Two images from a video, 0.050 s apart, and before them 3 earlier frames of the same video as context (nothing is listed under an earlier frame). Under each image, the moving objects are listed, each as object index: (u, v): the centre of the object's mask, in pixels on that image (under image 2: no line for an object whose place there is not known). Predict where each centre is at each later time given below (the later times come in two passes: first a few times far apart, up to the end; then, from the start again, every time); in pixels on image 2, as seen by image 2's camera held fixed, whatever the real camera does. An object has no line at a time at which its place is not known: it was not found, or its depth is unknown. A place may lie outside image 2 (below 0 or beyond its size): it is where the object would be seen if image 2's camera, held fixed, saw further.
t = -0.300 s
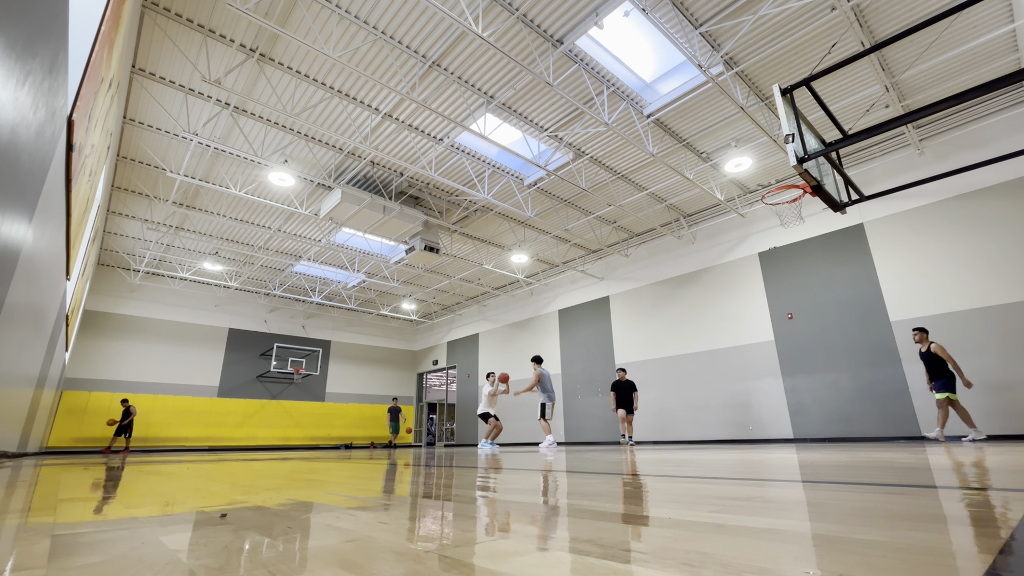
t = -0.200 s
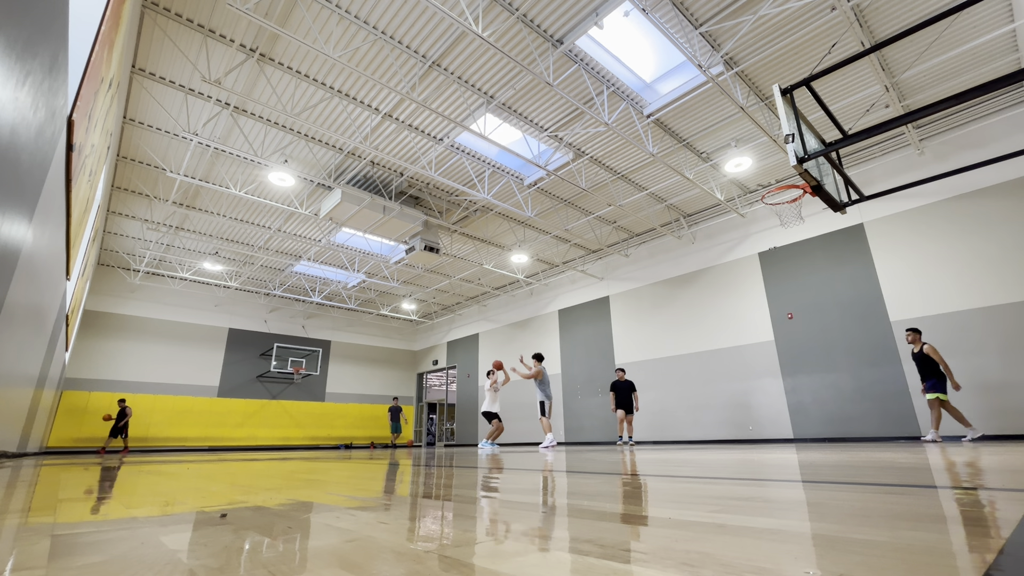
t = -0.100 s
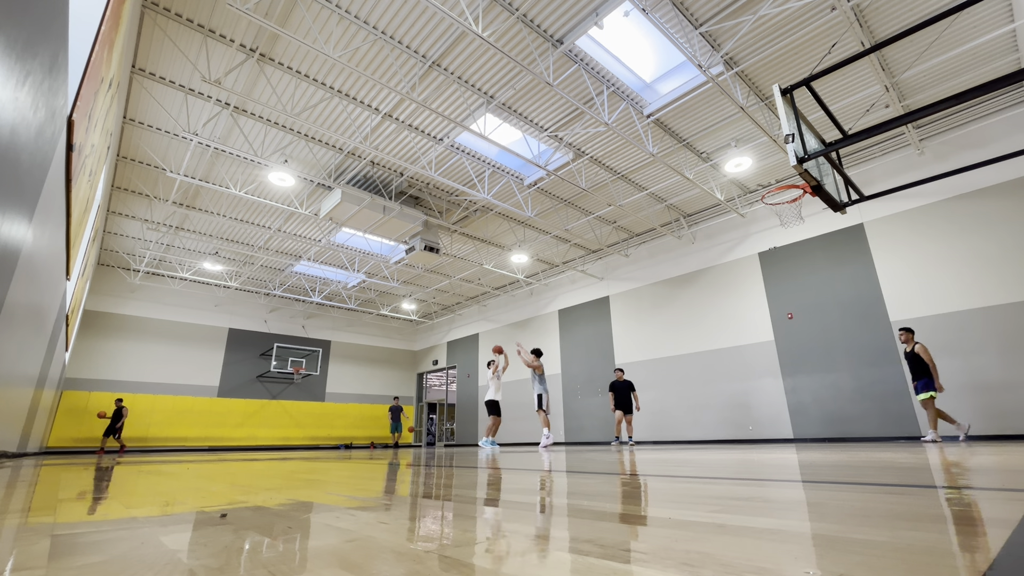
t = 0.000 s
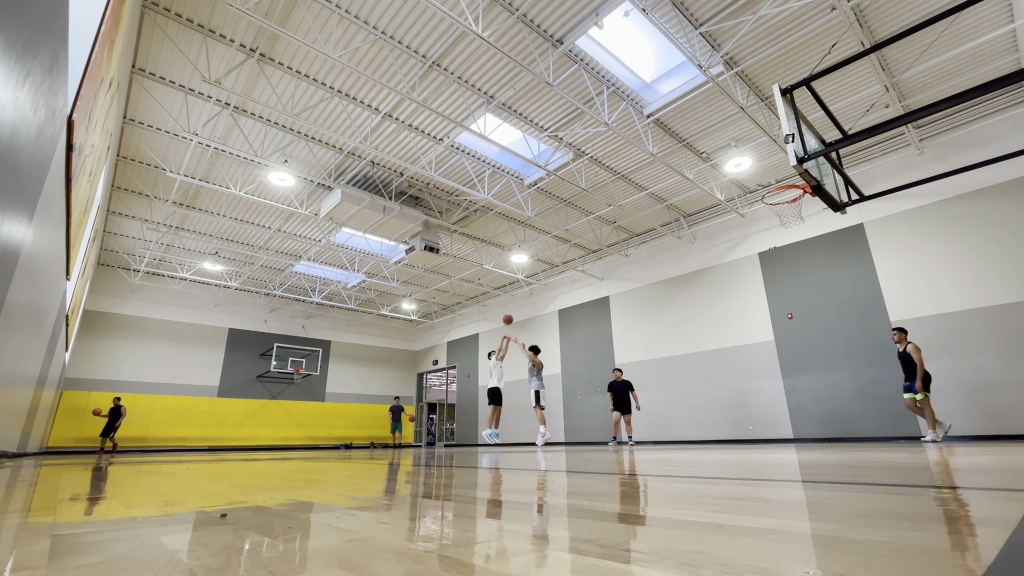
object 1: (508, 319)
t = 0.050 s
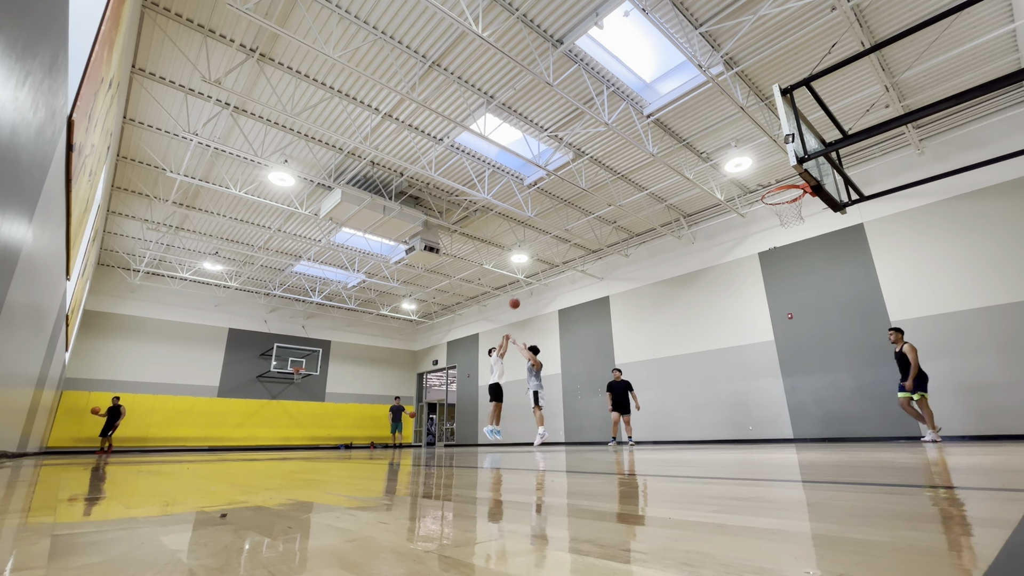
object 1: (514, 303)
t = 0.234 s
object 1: (540, 252)
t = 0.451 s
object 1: (575, 206)
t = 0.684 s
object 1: (620, 175)
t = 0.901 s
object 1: (672, 166)
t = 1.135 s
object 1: (749, 187)
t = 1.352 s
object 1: (795, 176)
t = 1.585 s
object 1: (766, 186)
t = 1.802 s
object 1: (774, 191)
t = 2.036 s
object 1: (780, 190)
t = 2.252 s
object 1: (791, 209)
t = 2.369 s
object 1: (794, 228)
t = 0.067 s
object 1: (517, 298)
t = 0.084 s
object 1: (519, 293)
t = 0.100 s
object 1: (521, 288)
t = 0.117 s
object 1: (523, 284)
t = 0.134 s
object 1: (526, 279)
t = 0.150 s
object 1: (528, 274)
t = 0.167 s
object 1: (531, 270)
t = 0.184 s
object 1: (534, 265)
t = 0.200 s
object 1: (536, 261)
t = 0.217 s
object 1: (538, 257)
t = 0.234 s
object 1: (540, 252)
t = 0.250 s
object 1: (543, 248)
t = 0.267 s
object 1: (545, 244)
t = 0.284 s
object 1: (548, 240)
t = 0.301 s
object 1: (551, 236)
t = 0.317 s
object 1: (553, 233)
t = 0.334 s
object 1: (556, 229)
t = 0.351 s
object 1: (559, 225)
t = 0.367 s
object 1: (561, 222)
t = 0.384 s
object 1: (564, 219)
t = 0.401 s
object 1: (567, 215)
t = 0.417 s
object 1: (570, 212)
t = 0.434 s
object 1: (572, 209)
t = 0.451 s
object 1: (575, 206)
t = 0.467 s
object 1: (578, 203)
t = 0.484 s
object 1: (581, 200)
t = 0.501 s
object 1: (584, 198)
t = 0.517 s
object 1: (587, 195)
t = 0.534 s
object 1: (590, 193)
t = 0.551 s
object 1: (593, 190)
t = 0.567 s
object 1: (596, 188)
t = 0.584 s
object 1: (599, 186)
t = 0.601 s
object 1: (603, 184)
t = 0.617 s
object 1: (606, 182)
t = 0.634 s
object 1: (610, 180)
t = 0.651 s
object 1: (613, 178)
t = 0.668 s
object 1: (616, 176)
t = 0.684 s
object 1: (620, 175)
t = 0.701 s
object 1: (623, 173)
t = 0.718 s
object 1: (627, 172)
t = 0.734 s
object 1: (631, 171)
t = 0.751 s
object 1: (635, 170)
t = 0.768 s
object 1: (638, 169)
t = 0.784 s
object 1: (642, 168)
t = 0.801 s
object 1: (646, 167)
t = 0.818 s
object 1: (650, 167)
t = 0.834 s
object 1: (654, 166)
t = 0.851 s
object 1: (659, 166)
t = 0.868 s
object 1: (663, 166)
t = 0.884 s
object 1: (668, 166)
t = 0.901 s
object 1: (672, 166)
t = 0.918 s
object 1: (677, 166)
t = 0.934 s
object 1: (682, 167)
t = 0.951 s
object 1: (686, 167)
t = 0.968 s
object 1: (691, 168)
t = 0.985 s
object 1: (696, 169)
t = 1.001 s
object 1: (701, 170)
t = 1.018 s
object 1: (707, 172)
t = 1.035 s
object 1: (712, 173)
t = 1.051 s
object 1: (717, 176)
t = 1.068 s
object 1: (723, 178)
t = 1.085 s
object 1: (730, 181)
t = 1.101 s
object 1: (736, 182)
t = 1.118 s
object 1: (742, 184)
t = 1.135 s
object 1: (749, 187)
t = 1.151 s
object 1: (755, 190)
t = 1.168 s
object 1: (762, 193)
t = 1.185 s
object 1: (765, 191)
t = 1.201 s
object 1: (768, 189)
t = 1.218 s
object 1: (772, 186)
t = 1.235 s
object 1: (776, 182)
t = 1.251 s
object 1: (781, 179)
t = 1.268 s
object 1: (785, 178)
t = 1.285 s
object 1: (789, 177)
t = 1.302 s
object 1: (792, 177)
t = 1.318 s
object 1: (794, 177)
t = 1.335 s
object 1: (797, 177)
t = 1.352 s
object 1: (795, 176)
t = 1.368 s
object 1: (793, 176)
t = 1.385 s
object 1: (791, 177)
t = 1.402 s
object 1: (788, 177)
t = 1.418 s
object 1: (785, 177)
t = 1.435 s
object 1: (782, 179)
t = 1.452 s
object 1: (778, 180)
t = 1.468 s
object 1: (775, 182)
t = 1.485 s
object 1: (772, 186)
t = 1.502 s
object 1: (768, 188)
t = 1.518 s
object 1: (765, 191)
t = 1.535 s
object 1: (765, 190)
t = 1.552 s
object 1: (765, 189)
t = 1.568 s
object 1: (765, 187)
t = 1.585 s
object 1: (766, 186)
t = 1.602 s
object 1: (766, 185)
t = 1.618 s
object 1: (767, 185)
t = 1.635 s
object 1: (767, 184)
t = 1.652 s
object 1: (768, 184)
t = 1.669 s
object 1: (768, 184)
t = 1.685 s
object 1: (769, 183)
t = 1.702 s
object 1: (769, 184)
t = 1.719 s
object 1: (770, 185)
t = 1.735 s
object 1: (771, 185)
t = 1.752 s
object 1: (772, 187)
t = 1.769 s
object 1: (772, 188)
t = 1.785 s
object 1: (773, 189)
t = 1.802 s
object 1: (774, 191)
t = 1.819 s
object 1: (775, 192)
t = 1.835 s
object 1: (776, 195)
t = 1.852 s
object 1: (777, 197)
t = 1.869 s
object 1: (777, 195)
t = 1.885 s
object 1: (777, 193)
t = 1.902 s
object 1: (777, 191)
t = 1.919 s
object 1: (777, 190)
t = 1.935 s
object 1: (778, 190)
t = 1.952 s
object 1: (777, 190)
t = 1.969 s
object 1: (779, 190)
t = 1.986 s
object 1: (779, 187)
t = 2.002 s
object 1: (778, 187)
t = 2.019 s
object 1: (778, 187)
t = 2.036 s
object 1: (780, 190)
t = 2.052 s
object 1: (780, 190)
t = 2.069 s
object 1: (781, 191)
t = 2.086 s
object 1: (781, 192)
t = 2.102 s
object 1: (782, 193)
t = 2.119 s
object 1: (784, 195)
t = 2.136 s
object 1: (785, 196)
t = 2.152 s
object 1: (786, 197)
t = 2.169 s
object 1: (786, 198)
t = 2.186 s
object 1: (787, 200)
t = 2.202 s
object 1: (788, 203)
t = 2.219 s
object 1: (789, 205)
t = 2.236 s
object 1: (790, 207)
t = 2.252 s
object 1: (791, 209)
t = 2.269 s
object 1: (791, 211)
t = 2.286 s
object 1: (792, 213)
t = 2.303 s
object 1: (792, 216)
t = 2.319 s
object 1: (792, 218)
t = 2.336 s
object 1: (793, 221)
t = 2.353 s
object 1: (793, 224)
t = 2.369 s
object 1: (794, 228)
